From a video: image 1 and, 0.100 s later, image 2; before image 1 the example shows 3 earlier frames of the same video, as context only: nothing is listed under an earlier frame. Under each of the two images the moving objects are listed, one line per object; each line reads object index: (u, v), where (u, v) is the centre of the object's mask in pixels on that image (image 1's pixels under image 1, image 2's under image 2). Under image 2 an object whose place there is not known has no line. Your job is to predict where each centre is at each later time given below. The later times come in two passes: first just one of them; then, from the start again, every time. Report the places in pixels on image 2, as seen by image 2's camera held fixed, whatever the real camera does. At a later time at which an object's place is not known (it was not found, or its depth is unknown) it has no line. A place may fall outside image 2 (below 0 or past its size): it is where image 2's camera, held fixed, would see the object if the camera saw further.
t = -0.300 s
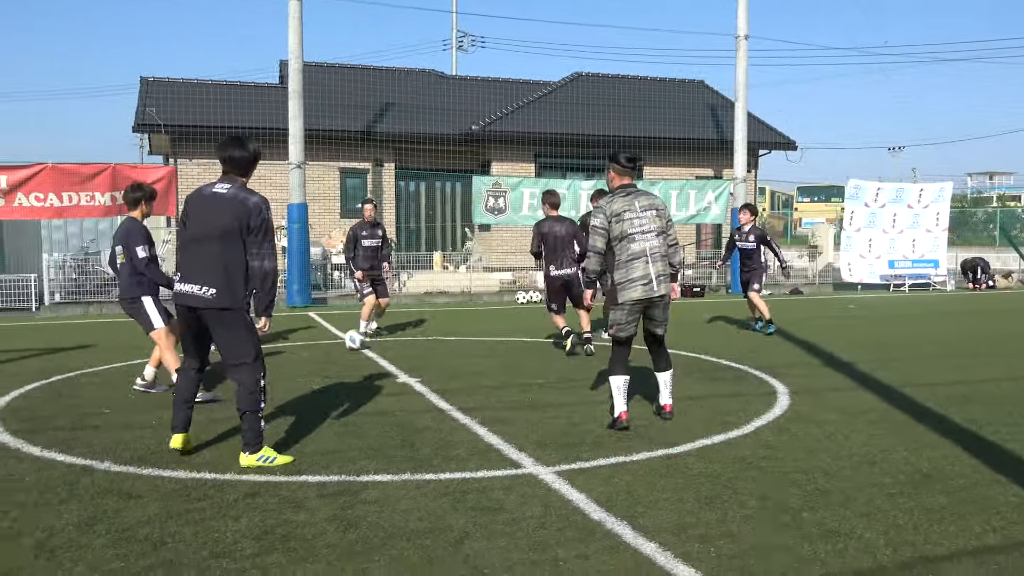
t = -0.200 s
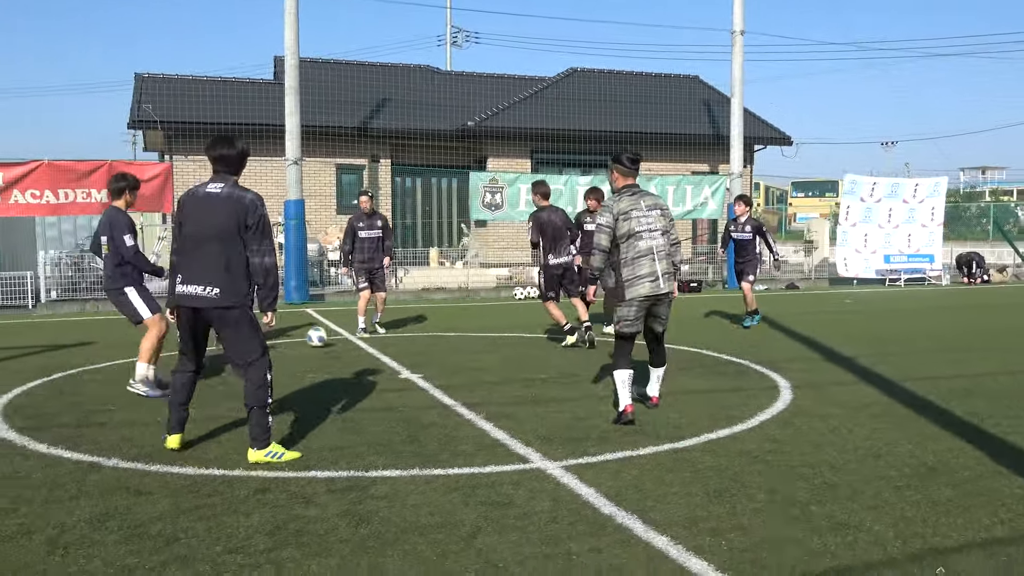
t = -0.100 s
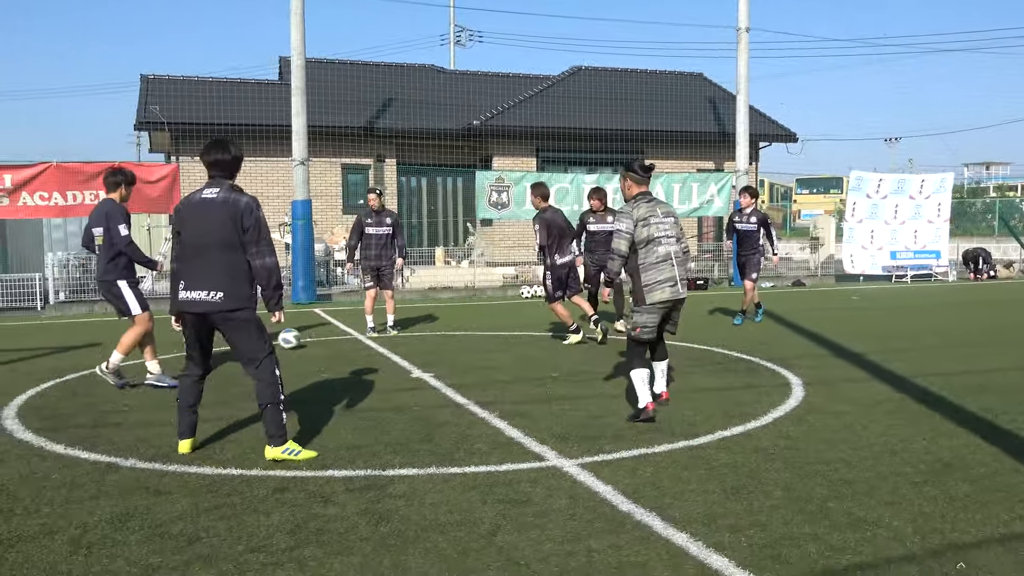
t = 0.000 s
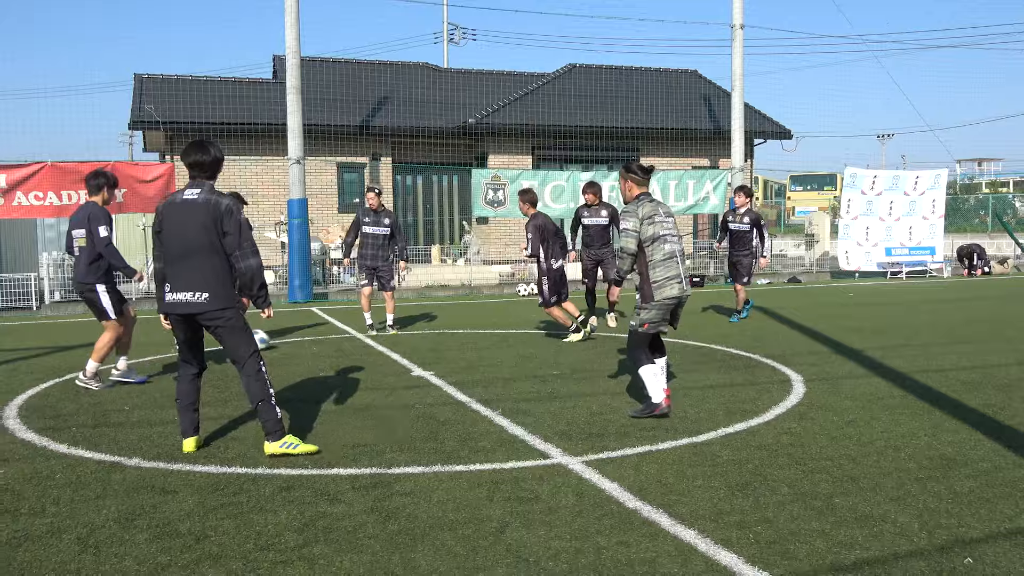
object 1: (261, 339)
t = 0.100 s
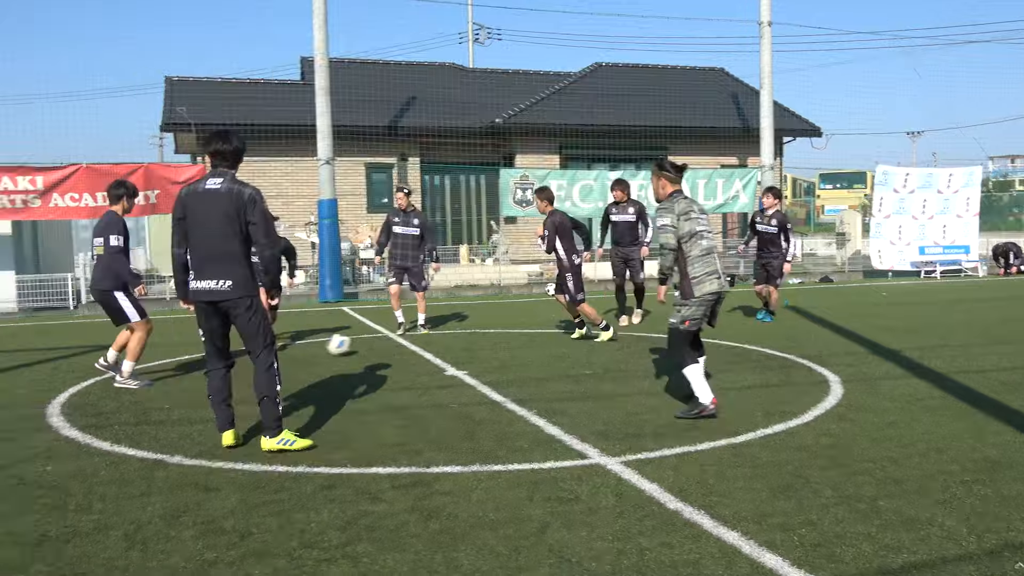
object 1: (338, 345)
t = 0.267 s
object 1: (420, 356)
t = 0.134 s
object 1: (354, 346)
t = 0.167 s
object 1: (370, 348)
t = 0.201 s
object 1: (387, 350)
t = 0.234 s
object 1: (403, 354)
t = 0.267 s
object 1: (420, 356)
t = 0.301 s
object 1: (437, 358)
